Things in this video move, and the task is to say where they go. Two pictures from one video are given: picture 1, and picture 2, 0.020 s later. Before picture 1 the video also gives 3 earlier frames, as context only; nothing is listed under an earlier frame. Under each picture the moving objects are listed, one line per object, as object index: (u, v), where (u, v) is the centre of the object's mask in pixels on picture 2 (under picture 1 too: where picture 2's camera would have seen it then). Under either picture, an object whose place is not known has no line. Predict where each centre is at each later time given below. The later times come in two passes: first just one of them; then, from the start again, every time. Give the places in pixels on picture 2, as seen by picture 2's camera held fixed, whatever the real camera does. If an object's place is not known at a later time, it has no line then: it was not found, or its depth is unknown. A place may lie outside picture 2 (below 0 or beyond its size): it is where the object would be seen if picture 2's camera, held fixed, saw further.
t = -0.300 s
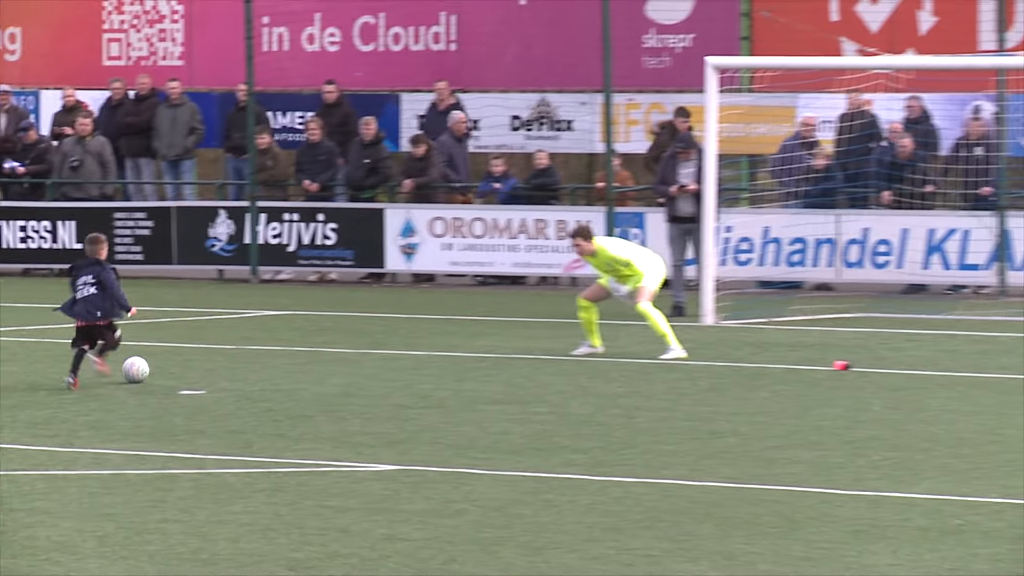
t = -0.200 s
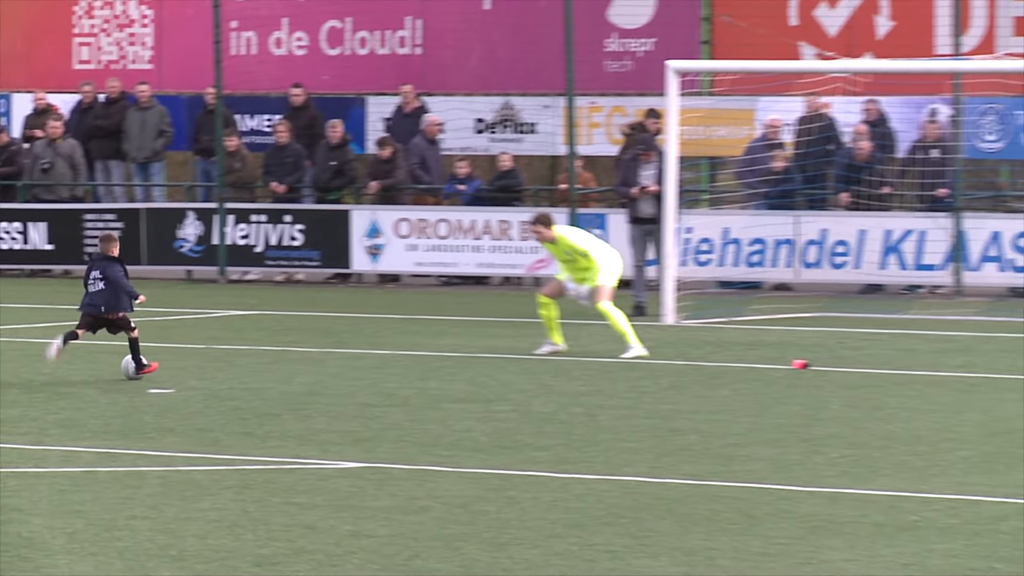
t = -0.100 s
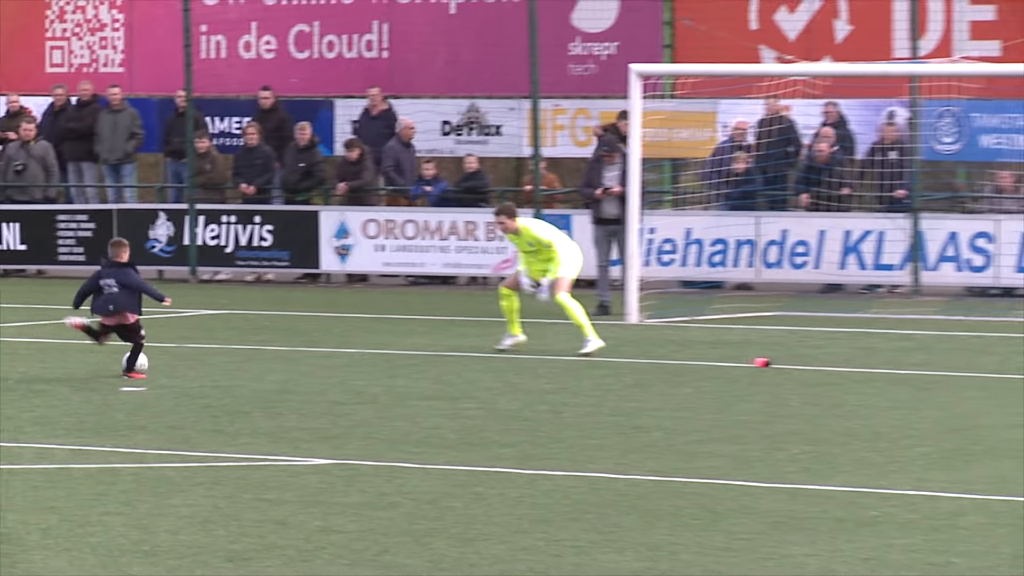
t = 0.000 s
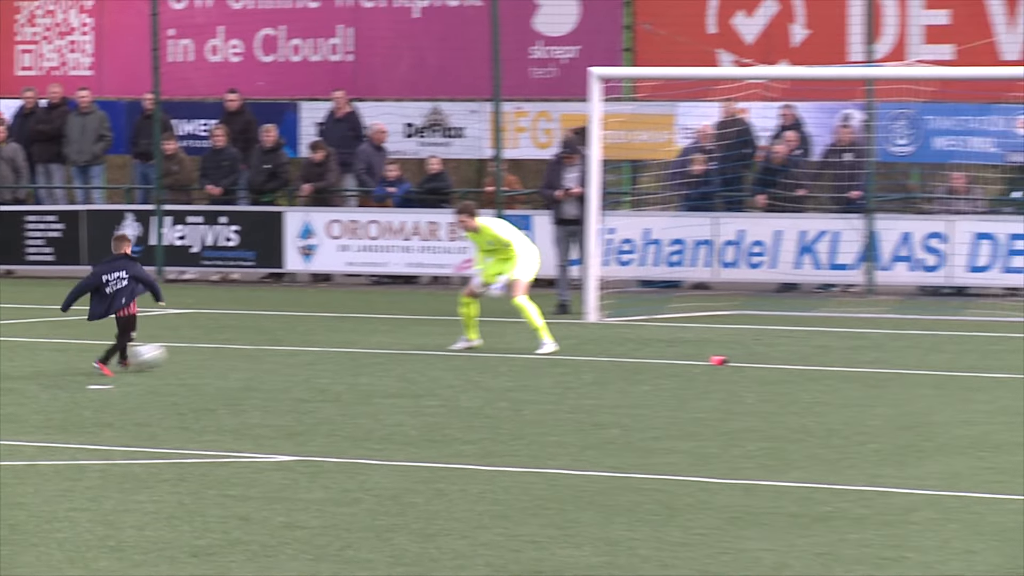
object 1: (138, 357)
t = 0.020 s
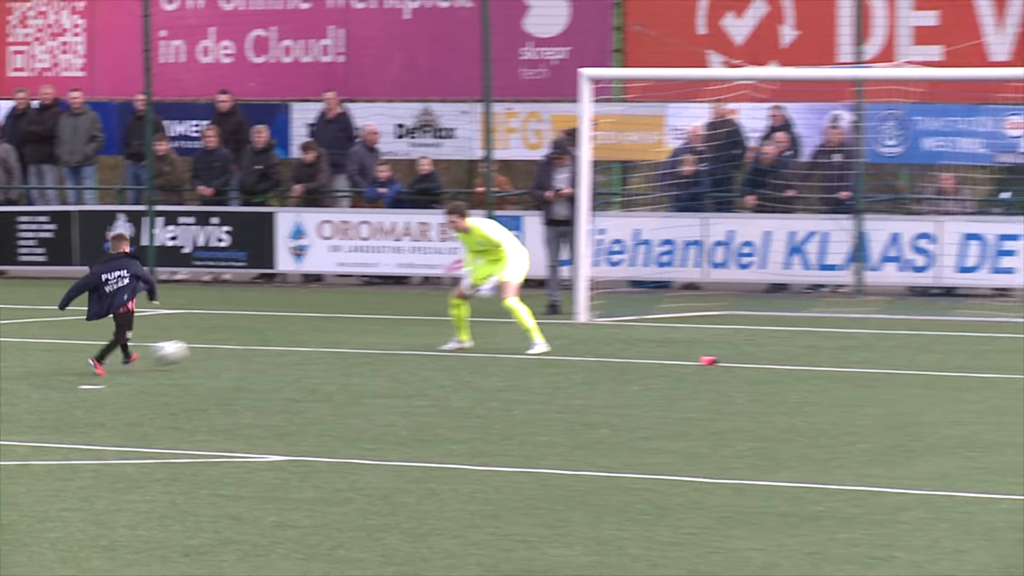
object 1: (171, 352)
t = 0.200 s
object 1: (432, 331)
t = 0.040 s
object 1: (200, 348)
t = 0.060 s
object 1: (230, 344)
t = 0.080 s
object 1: (260, 339)
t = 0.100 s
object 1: (290, 337)
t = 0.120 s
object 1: (319, 335)
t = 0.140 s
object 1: (348, 333)
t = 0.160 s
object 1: (375, 333)
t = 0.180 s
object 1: (405, 331)
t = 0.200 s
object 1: (432, 331)
